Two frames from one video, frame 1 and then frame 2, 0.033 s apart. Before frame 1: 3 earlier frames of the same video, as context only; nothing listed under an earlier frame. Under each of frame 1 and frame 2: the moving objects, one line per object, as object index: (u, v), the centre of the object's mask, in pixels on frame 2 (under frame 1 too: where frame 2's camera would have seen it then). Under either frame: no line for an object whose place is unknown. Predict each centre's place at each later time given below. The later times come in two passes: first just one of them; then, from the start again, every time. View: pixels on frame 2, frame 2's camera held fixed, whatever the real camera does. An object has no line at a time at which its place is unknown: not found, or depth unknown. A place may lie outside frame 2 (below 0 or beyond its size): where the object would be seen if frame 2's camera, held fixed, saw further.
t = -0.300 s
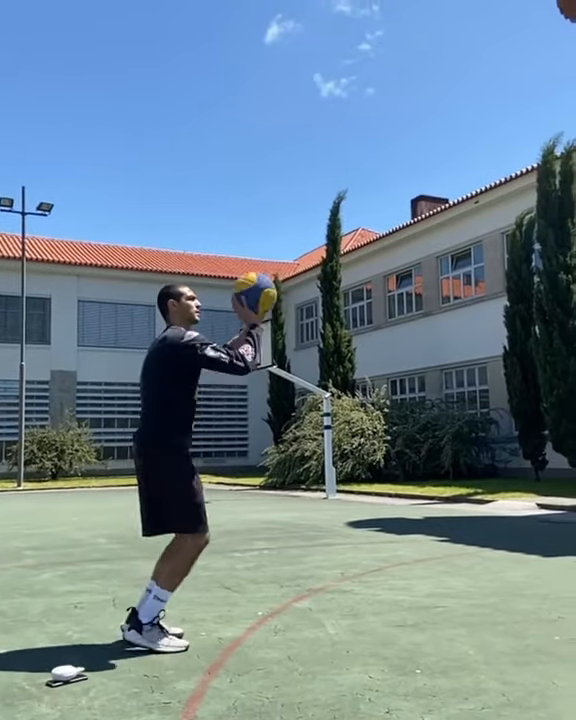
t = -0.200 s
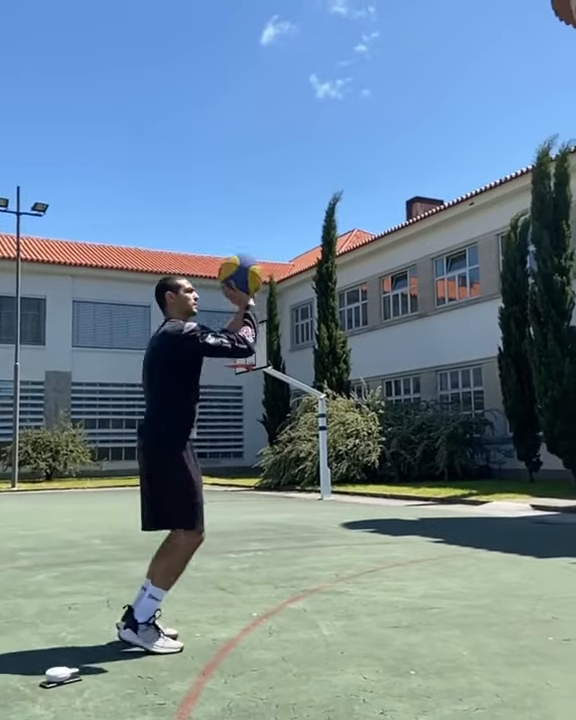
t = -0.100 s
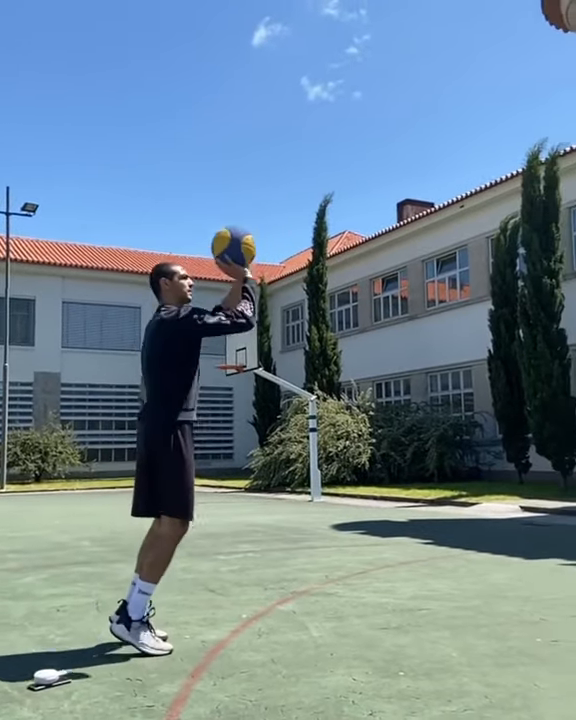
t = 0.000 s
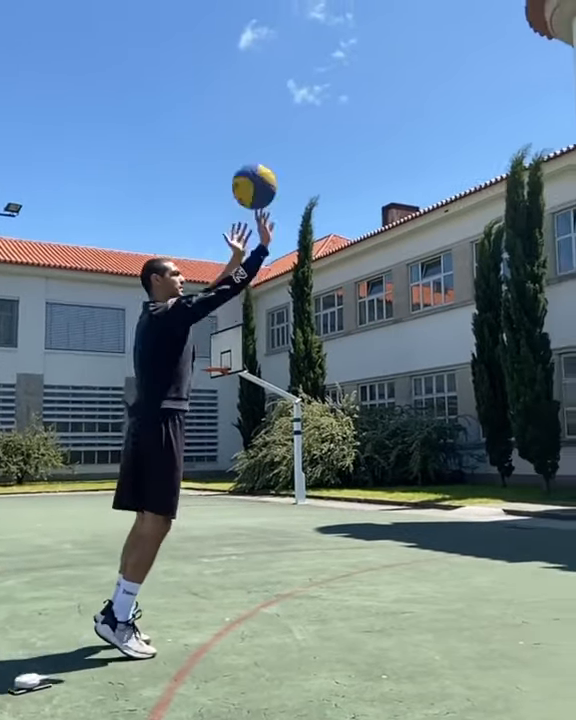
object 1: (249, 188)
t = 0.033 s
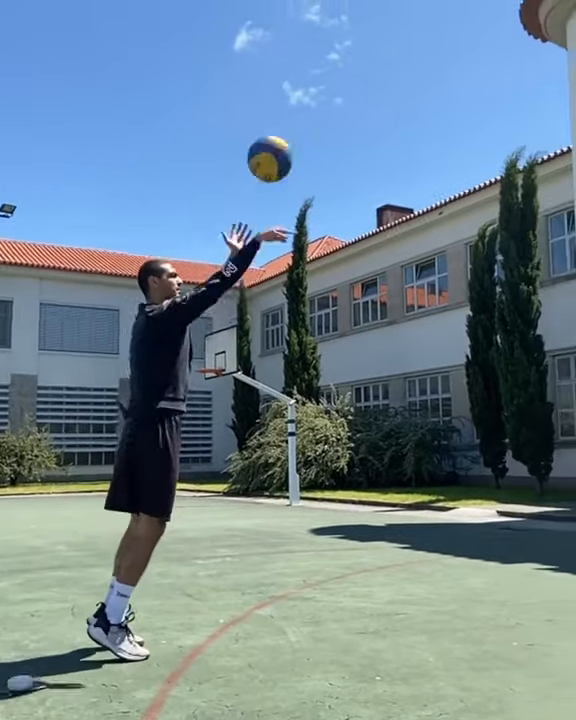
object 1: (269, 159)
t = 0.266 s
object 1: (416, 12)
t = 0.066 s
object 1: (290, 132)
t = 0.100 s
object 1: (311, 107)
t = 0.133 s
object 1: (332, 85)
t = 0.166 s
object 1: (354, 63)
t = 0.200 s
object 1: (375, 44)
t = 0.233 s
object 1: (395, 26)
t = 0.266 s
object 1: (416, 12)
